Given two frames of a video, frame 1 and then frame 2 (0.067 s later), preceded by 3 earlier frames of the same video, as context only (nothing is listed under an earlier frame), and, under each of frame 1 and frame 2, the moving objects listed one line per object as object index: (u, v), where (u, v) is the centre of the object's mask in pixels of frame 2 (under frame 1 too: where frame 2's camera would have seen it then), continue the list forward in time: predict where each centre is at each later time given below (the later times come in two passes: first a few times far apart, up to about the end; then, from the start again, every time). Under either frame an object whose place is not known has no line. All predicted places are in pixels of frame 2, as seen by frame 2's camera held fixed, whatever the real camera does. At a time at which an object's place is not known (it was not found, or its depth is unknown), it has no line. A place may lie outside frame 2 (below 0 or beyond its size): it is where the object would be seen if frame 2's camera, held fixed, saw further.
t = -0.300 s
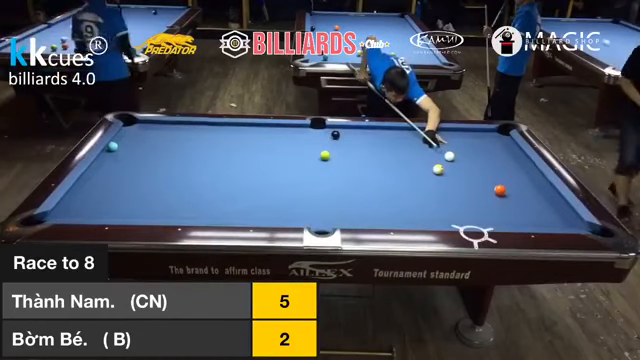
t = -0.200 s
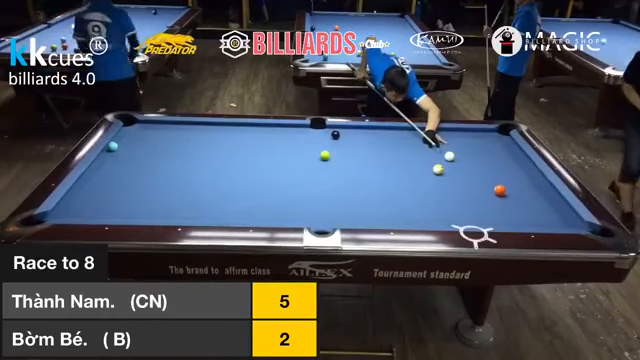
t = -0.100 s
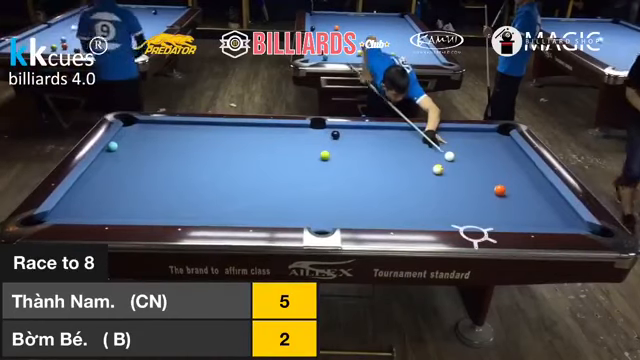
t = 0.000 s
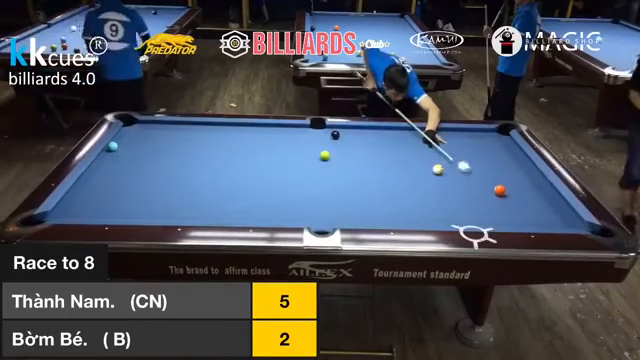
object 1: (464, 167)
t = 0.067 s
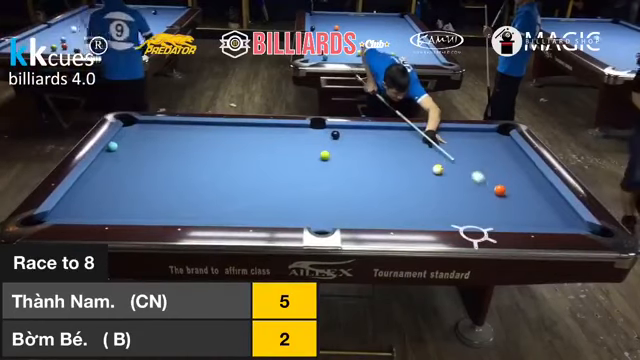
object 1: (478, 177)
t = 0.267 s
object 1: (484, 190)
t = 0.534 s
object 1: (472, 197)
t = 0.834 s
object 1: (459, 204)
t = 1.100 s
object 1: (448, 211)
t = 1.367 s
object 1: (438, 217)
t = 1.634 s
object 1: (427, 221)
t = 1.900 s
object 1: (416, 219)
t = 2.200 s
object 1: (406, 217)
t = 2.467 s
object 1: (398, 215)
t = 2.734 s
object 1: (391, 214)
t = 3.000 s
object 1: (386, 212)
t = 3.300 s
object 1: (381, 210)
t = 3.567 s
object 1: (377, 209)
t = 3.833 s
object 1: (375, 209)
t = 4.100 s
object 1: (373, 209)
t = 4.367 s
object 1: (373, 209)
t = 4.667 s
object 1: (373, 209)
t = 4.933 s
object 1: (373, 209)
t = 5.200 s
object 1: (373, 209)
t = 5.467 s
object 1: (373, 209)
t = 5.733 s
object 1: (373, 209)
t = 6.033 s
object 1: (373, 209)
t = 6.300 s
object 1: (373, 208)
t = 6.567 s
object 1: (373, 209)
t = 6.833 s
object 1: (373, 209)
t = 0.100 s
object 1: (485, 182)
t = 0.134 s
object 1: (490, 186)
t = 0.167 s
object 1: (488, 187)
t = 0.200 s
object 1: (486, 188)
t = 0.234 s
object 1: (485, 189)
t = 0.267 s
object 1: (484, 190)
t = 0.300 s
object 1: (482, 191)
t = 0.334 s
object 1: (481, 192)
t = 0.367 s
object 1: (479, 192)
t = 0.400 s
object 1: (478, 194)
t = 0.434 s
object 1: (476, 194)
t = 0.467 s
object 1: (475, 195)
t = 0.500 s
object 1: (474, 196)
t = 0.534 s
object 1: (472, 197)
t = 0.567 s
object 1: (471, 198)
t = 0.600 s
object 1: (469, 198)
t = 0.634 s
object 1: (468, 199)
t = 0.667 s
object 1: (466, 200)
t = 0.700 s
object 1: (465, 201)
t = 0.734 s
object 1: (464, 202)
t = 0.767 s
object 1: (462, 203)
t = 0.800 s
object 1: (461, 203)
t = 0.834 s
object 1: (459, 204)
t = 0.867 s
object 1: (458, 205)
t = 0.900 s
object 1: (457, 206)
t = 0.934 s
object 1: (455, 207)
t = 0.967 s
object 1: (454, 208)
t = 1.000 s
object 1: (453, 208)
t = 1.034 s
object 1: (451, 209)
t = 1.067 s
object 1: (450, 210)
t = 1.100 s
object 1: (448, 211)
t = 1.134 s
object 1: (447, 212)
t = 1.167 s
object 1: (445, 212)
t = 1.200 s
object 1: (444, 213)
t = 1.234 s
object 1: (443, 214)
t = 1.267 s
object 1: (442, 215)
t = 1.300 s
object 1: (440, 216)
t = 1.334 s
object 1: (439, 216)
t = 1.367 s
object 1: (438, 217)
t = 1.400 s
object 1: (436, 218)
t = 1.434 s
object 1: (435, 218)
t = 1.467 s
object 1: (434, 218)
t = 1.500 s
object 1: (432, 219)
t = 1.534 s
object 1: (431, 219)
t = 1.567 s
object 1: (430, 220)
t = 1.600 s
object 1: (428, 220)
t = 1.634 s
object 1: (427, 221)
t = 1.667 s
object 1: (426, 221)
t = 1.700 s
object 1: (424, 221)
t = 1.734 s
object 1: (423, 220)
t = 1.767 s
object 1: (422, 220)
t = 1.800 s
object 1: (421, 220)
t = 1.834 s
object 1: (419, 220)
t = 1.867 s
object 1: (417, 220)
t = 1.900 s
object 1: (416, 219)
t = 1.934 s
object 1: (415, 219)
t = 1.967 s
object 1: (414, 218)
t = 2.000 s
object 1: (413, 218)
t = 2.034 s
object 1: (411, 218)
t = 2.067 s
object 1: (410, 218)
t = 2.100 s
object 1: (409, 218)
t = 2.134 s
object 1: (408, 217)
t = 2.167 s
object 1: (407, 217)
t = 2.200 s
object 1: (406, 217)
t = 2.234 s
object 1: (405, 217)
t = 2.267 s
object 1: (404, 217)
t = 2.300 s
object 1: (403, 217)
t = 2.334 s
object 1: (402, 217)
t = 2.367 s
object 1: (401, 216)
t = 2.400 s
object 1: (400, 216)
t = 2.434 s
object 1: (399, 216)
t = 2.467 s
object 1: (398, 215)
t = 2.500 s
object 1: (397, 215)
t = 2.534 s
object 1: (396, 215)
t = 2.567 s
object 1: (395, 215)
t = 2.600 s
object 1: (395, 214)
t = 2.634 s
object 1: (394, 214)
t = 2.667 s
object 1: (393, 214)
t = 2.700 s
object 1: (392, 214)
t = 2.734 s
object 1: (391, 214)
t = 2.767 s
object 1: (391, 213)
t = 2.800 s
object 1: (390, 213)
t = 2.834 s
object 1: (389, 213)
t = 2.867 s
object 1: (389, 213)
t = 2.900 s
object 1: (388, 212)
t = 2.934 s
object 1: (387, 212)
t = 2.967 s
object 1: (386, 212)
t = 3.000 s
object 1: (386, 212)
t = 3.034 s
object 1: (385, 211)
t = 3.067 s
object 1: (385, 211)
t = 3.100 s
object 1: (384, 211)
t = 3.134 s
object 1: (383, 211)
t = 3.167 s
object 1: (383, 211)
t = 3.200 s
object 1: (382, 211)
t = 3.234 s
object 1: (382, 210)
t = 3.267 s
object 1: (381, 210)
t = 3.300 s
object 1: (381, 210)
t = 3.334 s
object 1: (380, 210)
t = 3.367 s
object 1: (380, 210)
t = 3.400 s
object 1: (379, 210)
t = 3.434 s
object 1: (379, 210)
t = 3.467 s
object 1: (378, 210)
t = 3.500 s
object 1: (378, 210)
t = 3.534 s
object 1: (377, 209)
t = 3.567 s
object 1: (377, 209)
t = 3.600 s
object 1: (377, 209)
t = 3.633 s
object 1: (377, 209)
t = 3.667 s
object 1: (376, 209)
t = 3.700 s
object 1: (376, 209)
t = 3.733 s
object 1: (376, 209)
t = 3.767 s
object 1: (375, 209)
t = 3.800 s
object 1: (375, 209)
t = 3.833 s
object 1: (375, 209)
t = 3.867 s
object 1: (374, 209)
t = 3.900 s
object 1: (374, 209)
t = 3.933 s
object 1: (374, 209)
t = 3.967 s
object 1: (374, 209)
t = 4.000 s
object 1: (374, 209)
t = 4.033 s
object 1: (374, 209)
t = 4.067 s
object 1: (374, 209)
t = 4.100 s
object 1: (373, 209)
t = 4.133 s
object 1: (373, 209)
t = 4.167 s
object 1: (373, 208)
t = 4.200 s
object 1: (373, 209)
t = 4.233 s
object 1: (373, 209)
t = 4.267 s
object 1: (373, 209)
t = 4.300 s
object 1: (373, 209)
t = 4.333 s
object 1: (373, 209)
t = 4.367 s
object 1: (373, 209)
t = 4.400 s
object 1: (373, 209)
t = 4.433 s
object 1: (373, 209)
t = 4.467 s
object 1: (373, 209)
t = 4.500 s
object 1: (373, 209)
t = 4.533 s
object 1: (373, 209)
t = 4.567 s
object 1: (373, 209)
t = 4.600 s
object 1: (373, 209)
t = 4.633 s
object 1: (373, 209)
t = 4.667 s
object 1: (373, 209)
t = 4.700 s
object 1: (373, 209)
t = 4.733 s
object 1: (373, 209)
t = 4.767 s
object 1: (373, 209)
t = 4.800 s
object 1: (373, 209)
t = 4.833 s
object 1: (373, 209)
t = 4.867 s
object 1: (373, 209)
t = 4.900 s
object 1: (373, 209)
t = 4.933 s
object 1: (373, 209)
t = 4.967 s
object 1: (373, 209)
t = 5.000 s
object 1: (373, 209)
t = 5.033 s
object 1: (373, 208)
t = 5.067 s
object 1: (373, 209)
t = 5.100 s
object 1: (373, 209)
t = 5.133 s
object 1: (373, 209)
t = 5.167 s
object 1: (373, 209)
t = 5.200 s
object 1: (373, 209)
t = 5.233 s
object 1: (373, 209)
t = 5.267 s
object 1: (373, 209)
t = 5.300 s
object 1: (373, 209)
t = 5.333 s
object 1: (373, 209)
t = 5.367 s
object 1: (373, 209)
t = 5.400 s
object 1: (373, 208)
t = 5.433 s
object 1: (373, 209)
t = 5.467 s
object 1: (373, 209)
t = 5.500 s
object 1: (373, 209)
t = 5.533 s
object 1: (373, 209)
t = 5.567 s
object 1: (373, 209)
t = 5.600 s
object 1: (373, 209)
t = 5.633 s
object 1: (373, 209)
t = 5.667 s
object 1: (373, 208)
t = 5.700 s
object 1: (373, 209)
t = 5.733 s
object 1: (373, 209)
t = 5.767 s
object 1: (373, 209)
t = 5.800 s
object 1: (373, 209)
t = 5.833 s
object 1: (373, 209)
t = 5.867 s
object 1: (373, 209)
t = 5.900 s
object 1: (373, 208)
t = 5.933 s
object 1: (373, 209)
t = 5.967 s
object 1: (373, 209)
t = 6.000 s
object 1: (373, 209)
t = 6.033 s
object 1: (373, 209)
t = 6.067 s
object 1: (373, 209)
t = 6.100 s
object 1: (373, 209)
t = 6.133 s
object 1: (373, 208)
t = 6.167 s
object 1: (373, 209)
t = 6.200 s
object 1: (373, 209)
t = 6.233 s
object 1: (373, 209)
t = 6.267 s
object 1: (373, 209)
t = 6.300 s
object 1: (373, 208)
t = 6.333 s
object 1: (373, 209)
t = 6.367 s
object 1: (373, 209)
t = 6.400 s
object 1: (373, 209)
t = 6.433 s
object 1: (373, 209)
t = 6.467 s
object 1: (373, 209)
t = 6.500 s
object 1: (373, 209)
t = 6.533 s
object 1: (373, 209)
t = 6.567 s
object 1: (373, 209)
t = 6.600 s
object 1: (373, 209)
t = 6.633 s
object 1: (373, 209)
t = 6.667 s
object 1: (373, 209)
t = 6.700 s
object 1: (373, 209)
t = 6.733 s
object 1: (372, 210)
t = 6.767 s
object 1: (374, 209)
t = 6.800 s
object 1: (374, 208)
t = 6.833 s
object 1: (373, 209)
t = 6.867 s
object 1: (373, 209)
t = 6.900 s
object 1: (373, 209)
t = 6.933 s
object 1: (373, 209)
